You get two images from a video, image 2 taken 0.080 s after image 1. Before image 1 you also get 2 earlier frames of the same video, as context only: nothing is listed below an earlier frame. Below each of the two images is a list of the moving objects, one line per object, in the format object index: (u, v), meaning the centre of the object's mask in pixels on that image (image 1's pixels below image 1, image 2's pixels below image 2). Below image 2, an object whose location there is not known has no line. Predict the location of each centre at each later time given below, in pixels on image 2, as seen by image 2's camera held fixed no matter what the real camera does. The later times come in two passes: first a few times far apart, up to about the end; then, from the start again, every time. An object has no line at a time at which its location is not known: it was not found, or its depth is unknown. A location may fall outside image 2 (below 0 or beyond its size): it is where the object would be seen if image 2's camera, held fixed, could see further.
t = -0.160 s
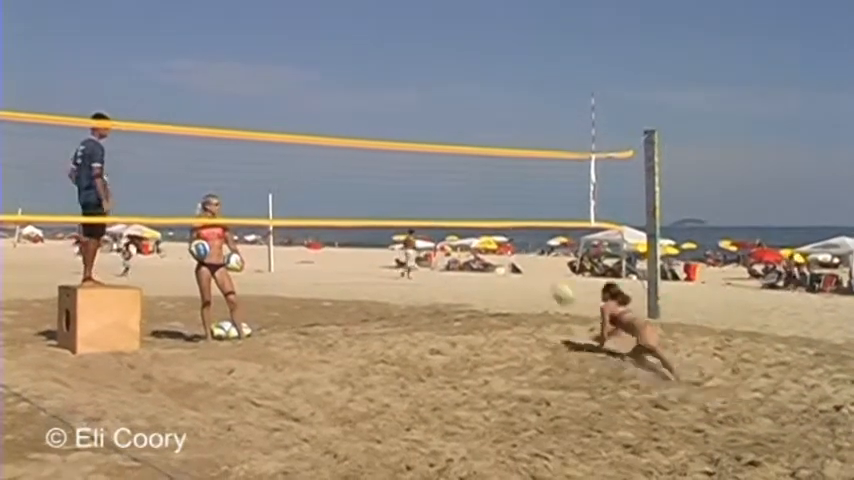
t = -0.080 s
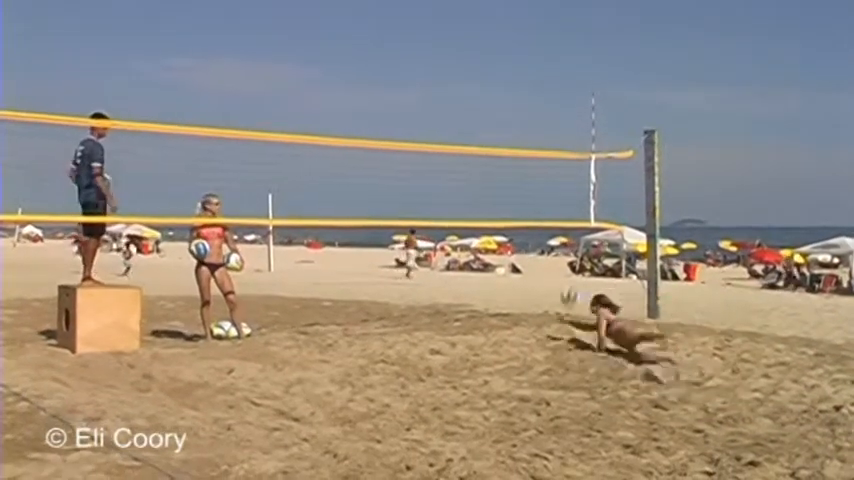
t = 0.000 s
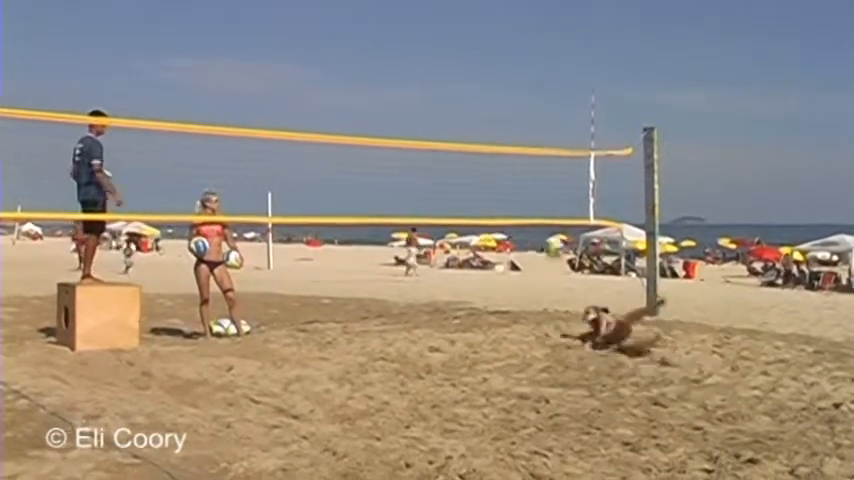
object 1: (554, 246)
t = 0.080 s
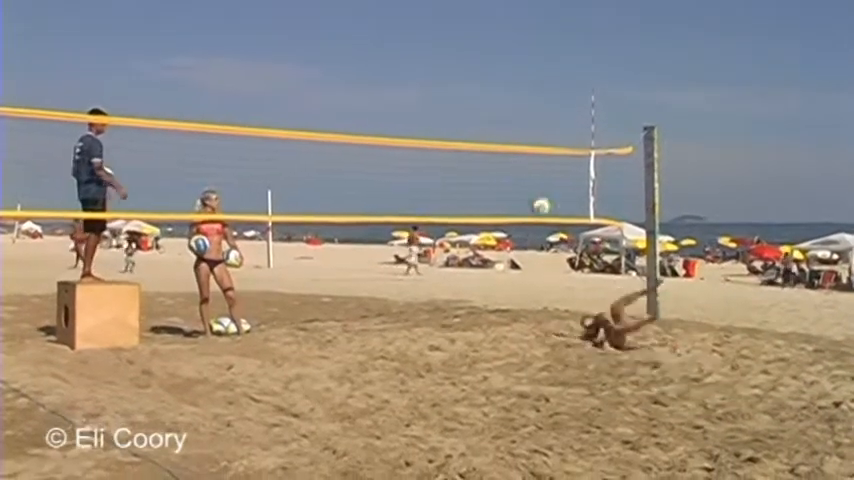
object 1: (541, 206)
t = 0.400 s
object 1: (481, 94)
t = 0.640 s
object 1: (435, 72)
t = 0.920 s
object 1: (375, 117)
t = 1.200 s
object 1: (310, 256)
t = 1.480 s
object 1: (293, 340)
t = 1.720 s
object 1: (336, 321)
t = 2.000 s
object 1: (390, 390)
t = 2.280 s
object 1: (442, 407)
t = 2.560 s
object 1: (490, 413)
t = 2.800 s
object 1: (528, 420)
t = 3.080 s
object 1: (563, 421)
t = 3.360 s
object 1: (590, 425)
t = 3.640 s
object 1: (595, 425)
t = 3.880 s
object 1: (591, 425)
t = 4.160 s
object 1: (578, 425)
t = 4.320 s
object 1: (571, 426)
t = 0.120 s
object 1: (532, 186)
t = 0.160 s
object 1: (525, 170)
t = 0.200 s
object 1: (517, 156)
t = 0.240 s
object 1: (509, 138)
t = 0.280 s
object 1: (502, 126)
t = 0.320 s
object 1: (495, 115)
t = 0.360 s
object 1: (487, 103)
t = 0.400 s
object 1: (481, 94)
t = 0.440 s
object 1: (473, 88)
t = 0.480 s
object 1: (465, 80)
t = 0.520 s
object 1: (457, 77)
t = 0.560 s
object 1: (449, 73)
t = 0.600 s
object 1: (440, 71)
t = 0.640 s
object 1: (435, 72)
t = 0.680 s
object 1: (425, 73)
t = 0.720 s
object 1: (418, 76)
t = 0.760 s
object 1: (411, 82)
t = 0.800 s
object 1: (401, 87)
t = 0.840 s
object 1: (393, 96)
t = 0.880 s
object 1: (385, 106)
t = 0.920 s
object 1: (375, 117)
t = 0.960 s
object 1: (368, 132)
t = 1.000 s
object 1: (357, 147)
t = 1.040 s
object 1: (348, 166)
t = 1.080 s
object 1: (340, 185)
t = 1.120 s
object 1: (331, 204)
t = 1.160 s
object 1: (319, 229)
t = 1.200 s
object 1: (310, 256)
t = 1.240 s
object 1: (300, 282)
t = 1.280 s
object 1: (290, 310)
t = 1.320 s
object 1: (280, 347)
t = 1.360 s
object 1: (272, 373)
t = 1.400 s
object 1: (279, 361)
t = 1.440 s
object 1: (287, 350)
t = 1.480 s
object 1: (293, 340)
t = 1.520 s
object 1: (299, 332)
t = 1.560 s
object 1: (305, 325)
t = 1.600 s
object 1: (313, 322)
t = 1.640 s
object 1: (321, 320)
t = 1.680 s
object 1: (328, 319)
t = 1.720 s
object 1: (336, 321)
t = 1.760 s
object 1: (343, 324)
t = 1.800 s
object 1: (350, 330)
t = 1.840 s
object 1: (357, 337)
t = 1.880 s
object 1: (365, 347)
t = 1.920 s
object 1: (375, 358)
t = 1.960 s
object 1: (384, 372)
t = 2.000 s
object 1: (390, 390)
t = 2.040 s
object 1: (399, 404)
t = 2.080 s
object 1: (409, 408)
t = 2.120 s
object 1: (417, 405)
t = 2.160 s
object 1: (423, 403)
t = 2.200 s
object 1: (429, 403)
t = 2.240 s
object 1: (436, 405)
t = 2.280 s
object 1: (442, 407)
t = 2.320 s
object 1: (449, 407)
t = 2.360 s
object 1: (456, 407)
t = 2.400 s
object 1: (463, 410)
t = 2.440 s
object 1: (470, 411)
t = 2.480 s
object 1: (477, 411)
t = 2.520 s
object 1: (483, 411)
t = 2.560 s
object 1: (490, 413)
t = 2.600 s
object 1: (497, 415)
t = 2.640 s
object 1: (504, 419)
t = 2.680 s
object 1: (511, 419)
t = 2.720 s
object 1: (519, 420)
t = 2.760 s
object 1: (524, 419)
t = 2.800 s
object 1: (528, 420)
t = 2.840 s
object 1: (533, 419)
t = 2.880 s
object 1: (538, 419)
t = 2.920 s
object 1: (543, 419)
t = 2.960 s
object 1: (548, 419)
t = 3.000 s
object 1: (553, 421)
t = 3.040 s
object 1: (558, 422)
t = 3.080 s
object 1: (563, 421)
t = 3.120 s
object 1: (567, 422)
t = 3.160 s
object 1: (572, 422)
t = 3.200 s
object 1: (578, 424)
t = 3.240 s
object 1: (581, 425)
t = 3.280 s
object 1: (583, 425)
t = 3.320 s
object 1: (587, 425)
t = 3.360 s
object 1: (590, 425)
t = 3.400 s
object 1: (592, 425)
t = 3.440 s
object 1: (593, 425)
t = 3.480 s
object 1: (593, 424)
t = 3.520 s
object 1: (594, 425)
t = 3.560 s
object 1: (594, 425)
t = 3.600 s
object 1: (594, 425)
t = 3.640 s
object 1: (595, 425)
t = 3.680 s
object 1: (595, 425)
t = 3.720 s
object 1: (594, 425)
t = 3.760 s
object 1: (594, 425)
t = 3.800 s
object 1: (592, 425)
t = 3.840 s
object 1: (592, 425)
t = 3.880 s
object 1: (591, 425)
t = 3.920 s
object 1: (590, 424)
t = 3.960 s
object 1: (588, 424)
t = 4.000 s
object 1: (588, 423)
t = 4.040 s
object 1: (583, 425)
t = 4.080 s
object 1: (581, 425)
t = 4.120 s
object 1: (580, 425)
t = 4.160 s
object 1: (578, 425)
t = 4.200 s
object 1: (575, 425)
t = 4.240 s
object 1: (574, 425)
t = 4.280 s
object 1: (573, 425)
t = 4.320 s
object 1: (571, 426)
